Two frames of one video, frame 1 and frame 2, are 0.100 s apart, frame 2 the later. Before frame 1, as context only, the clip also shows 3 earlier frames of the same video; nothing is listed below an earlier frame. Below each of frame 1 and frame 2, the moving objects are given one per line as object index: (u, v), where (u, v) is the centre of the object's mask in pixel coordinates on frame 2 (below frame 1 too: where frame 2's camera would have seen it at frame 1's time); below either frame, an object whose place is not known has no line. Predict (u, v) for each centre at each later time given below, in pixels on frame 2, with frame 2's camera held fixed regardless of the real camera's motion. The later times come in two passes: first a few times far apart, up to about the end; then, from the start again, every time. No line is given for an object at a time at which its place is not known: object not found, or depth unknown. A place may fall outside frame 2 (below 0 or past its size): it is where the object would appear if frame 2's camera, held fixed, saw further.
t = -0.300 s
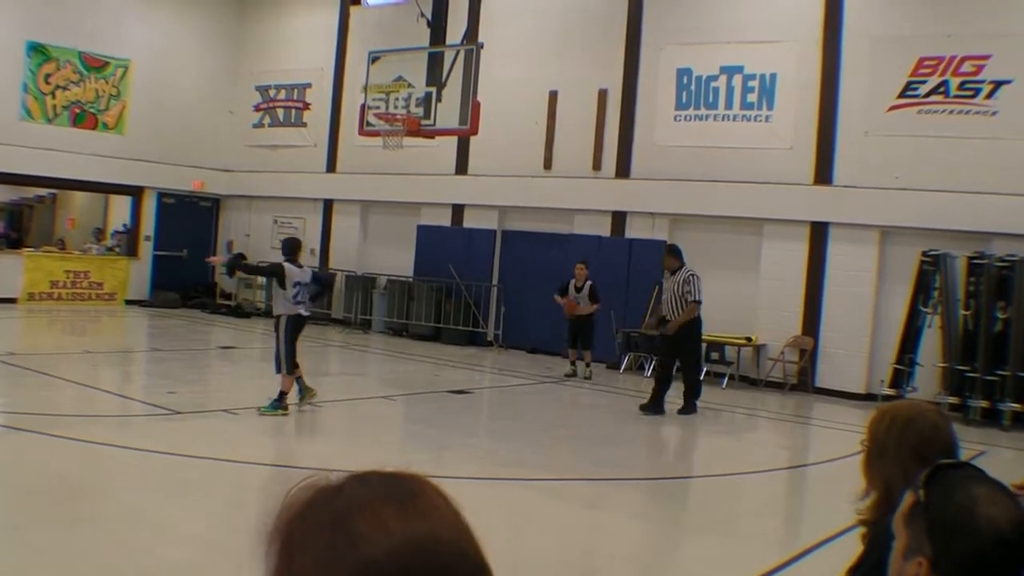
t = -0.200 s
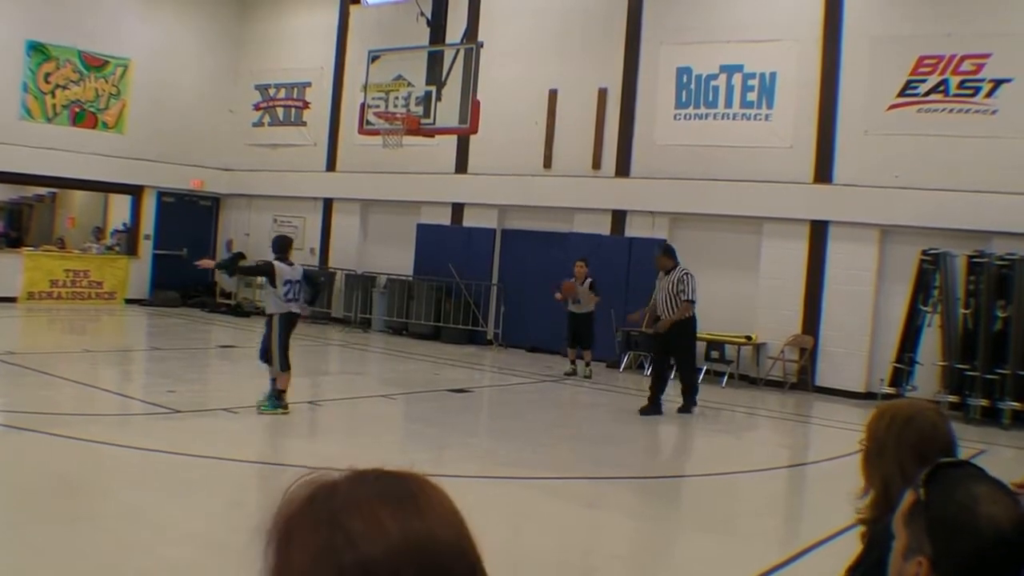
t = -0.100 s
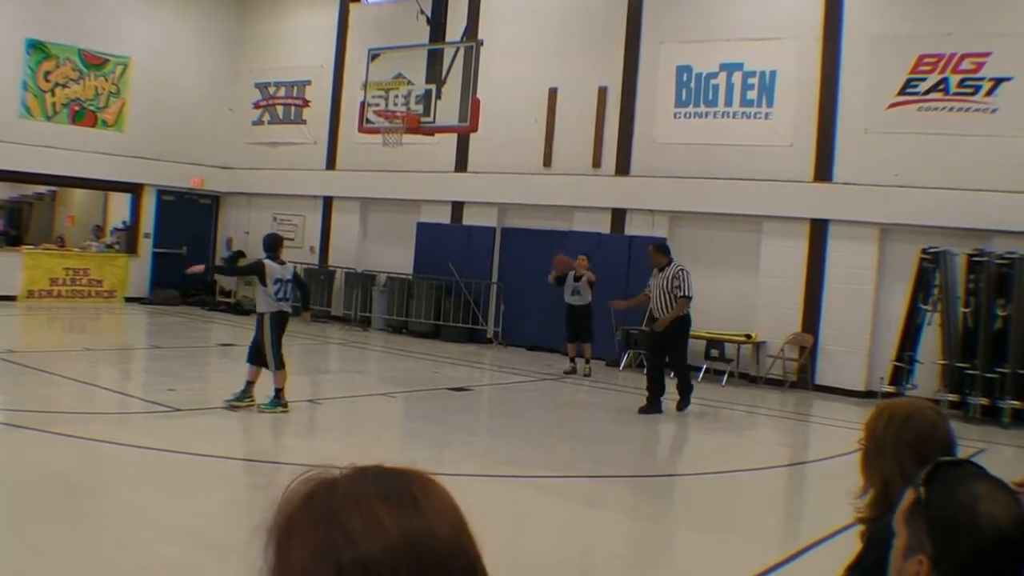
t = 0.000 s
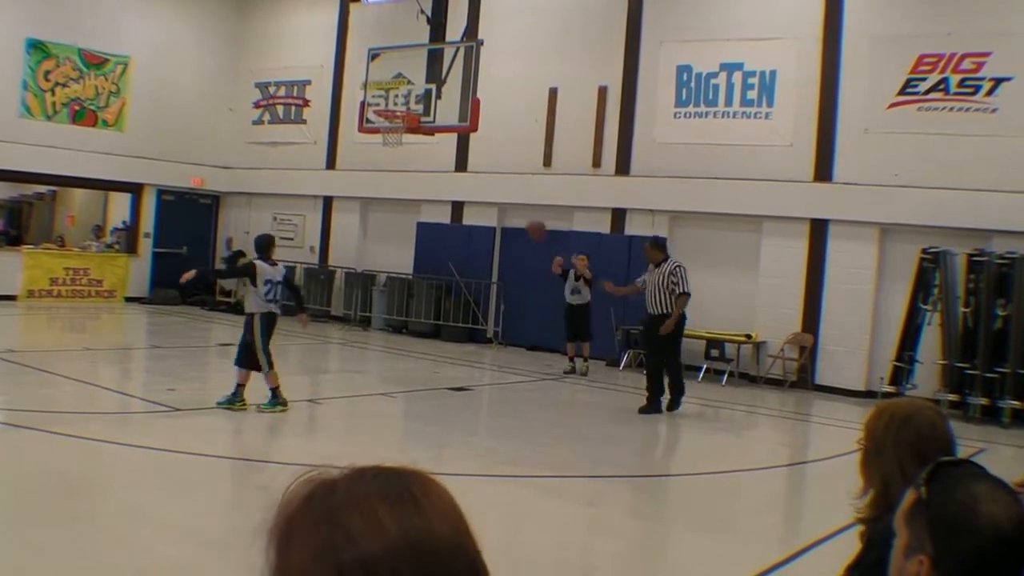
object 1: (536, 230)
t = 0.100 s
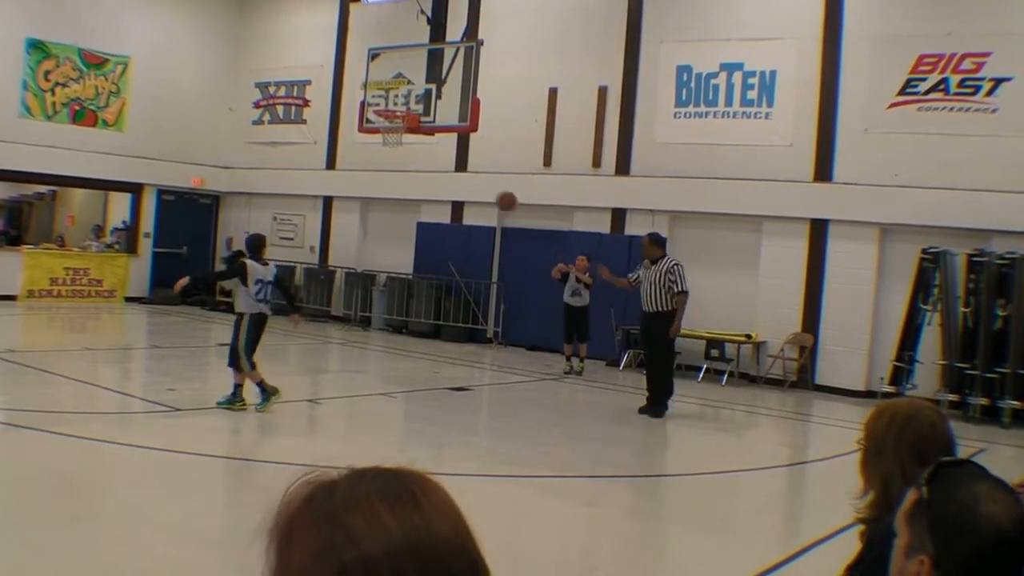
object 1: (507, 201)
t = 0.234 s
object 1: (462, 175)
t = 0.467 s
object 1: (369, 164)
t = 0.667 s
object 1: (275, 201)
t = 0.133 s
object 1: (496, 193)
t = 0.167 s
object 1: (485, 186)
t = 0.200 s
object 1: (473, 180)
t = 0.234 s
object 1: (462, 175)
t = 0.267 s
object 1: (450, 170)
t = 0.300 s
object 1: (437, 166)
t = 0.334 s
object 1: (425, 164)
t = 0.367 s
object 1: (411, 162)
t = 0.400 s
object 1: (398, 162)
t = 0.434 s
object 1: (384, 162)
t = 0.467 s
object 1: (369, 164)
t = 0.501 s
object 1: (355, 167)
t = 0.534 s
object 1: (340, 171)
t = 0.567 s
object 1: (323, 177)
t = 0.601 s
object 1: (308, 183)
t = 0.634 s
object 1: (292, 191)
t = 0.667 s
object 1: (275, 201)
